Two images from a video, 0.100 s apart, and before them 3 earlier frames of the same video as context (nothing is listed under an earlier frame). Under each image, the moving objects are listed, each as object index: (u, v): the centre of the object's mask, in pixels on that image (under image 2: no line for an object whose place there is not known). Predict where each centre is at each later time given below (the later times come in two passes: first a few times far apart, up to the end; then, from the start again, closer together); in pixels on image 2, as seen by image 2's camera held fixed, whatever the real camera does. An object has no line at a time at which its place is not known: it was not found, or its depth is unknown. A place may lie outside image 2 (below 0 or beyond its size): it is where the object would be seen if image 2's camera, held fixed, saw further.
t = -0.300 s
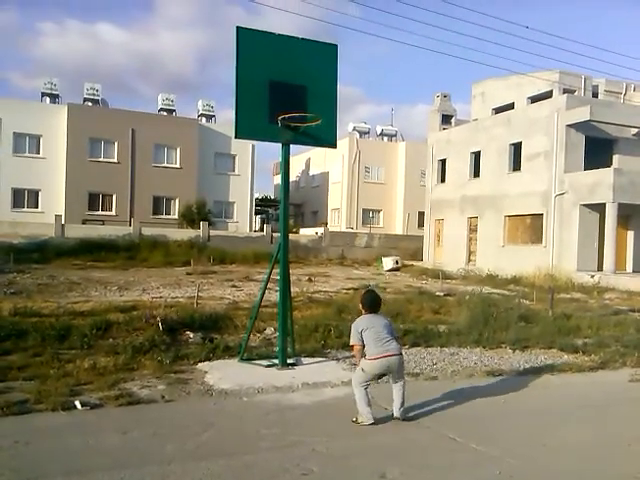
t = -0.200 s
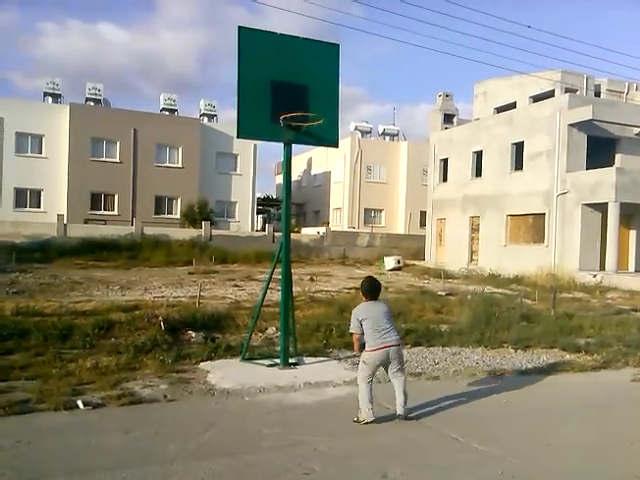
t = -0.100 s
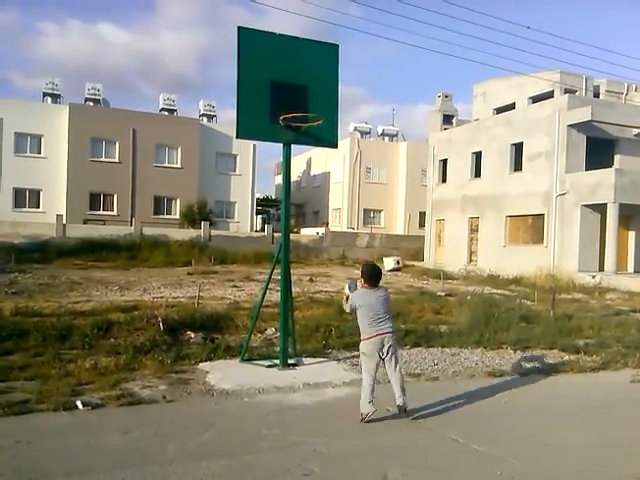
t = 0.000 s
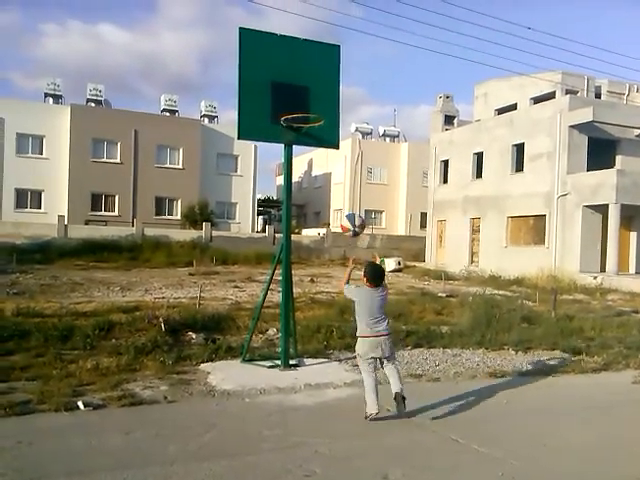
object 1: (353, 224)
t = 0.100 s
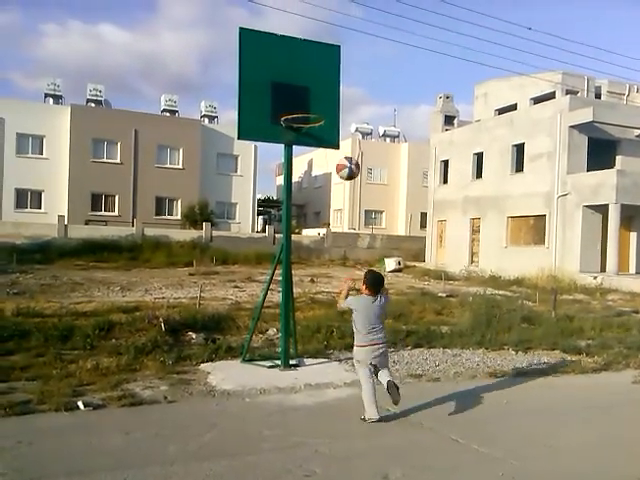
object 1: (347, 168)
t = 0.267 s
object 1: (339, 96)
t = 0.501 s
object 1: (325, 43)
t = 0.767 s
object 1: (310, 47)
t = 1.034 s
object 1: (292, 116)
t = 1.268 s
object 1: (279, 226)
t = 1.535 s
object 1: (254, 344)
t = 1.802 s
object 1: (247, 242)
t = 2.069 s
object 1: (239, 199)
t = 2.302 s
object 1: (230, 209)
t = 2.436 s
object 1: (224, 234)
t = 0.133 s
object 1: (346, 152)
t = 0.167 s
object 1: (343, 136)
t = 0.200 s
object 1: (342, 122)
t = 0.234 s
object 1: (341, 108)
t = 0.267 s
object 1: (339, 96)
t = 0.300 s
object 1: (337, 85)
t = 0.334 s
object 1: (335, 75)
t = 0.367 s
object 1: (333, 67)
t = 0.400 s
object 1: (331, 59)
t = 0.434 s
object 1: (330, 54)
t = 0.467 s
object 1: (328, 48)
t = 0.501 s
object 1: (325, 43)
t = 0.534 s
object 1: (324, 40)
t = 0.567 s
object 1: (322, 38)
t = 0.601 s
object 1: (320, 37)
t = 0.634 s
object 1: (318, 37)
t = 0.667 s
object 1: (316, 38)
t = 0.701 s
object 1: (313, 40)
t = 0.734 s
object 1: (312, 43)
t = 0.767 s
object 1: (310, 47)
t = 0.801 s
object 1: (307, 52)
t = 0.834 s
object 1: (304, 59)
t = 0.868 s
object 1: (303, 66)
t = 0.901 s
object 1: (300, 74)
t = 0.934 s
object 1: (298, 83)
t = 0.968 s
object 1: (296, 93)
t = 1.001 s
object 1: (294, 104)
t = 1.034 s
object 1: (292, 116)
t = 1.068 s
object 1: (290, 128)
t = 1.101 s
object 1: (289, 143)
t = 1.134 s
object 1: (287, 158)
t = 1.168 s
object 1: (285, 173)
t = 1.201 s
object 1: (282, 189)
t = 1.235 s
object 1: (280, 208)
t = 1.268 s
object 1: (279, 226)
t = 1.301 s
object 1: (275, 244)
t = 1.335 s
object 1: (273, 261)
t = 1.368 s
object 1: (270, 280)
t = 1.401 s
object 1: (266, 300)
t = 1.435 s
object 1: (261, 321)
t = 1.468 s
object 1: (257, 343)
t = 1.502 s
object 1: (255, 361)
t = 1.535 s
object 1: (254, 344)
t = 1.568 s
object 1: (252, 328)
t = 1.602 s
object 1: (252, 314)
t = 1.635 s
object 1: (251, 298)
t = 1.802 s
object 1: (247, 242)
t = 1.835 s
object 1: (246, 234)
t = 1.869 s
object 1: (246, 226)
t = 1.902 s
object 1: (244, 219)
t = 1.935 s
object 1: (243, 213)
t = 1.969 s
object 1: (242, 209)
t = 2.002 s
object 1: (241, 204)
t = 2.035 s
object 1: (240, 201)
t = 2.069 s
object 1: (239, 199)
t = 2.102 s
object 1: (238, 197)
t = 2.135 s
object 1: (237, 197)
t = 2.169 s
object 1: (236, 197)
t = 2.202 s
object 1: (234, 199)
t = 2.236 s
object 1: (233, 201)
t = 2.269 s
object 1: (232, 204)
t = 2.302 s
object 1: (230, 209)
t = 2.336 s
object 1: (229, 213)
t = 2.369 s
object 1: (228, 220)
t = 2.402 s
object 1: (227, 226)
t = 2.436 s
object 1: (224, 234)
